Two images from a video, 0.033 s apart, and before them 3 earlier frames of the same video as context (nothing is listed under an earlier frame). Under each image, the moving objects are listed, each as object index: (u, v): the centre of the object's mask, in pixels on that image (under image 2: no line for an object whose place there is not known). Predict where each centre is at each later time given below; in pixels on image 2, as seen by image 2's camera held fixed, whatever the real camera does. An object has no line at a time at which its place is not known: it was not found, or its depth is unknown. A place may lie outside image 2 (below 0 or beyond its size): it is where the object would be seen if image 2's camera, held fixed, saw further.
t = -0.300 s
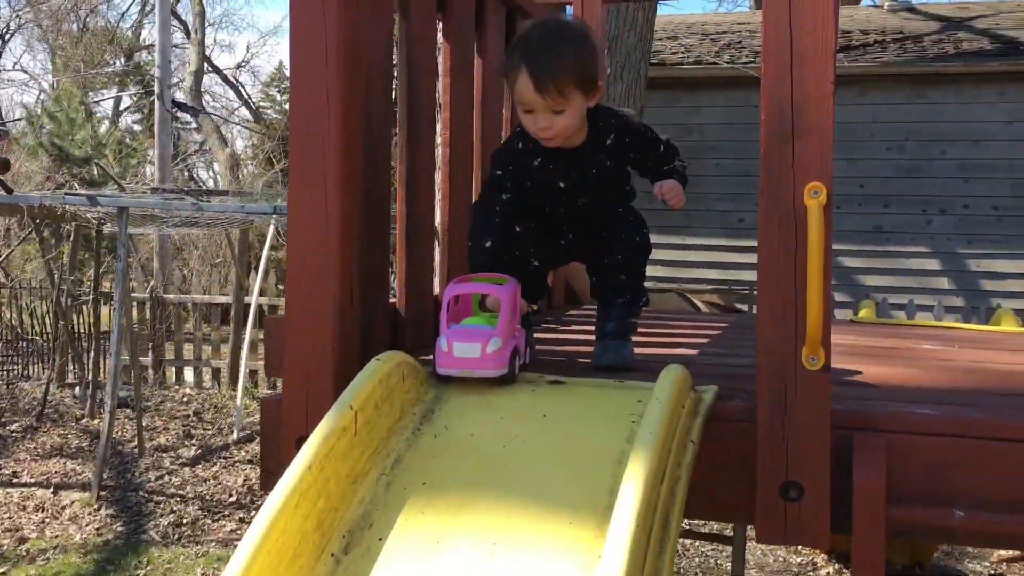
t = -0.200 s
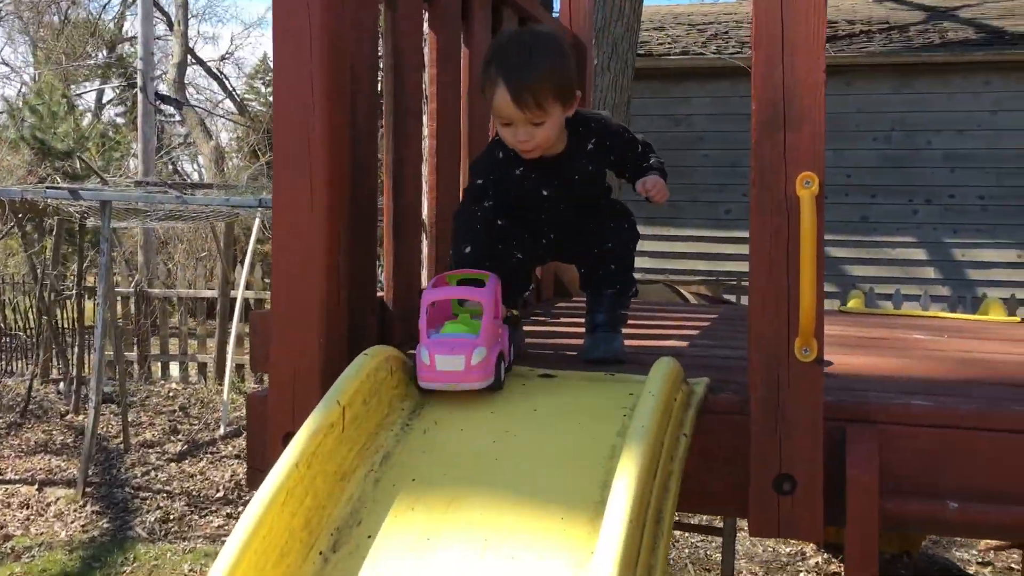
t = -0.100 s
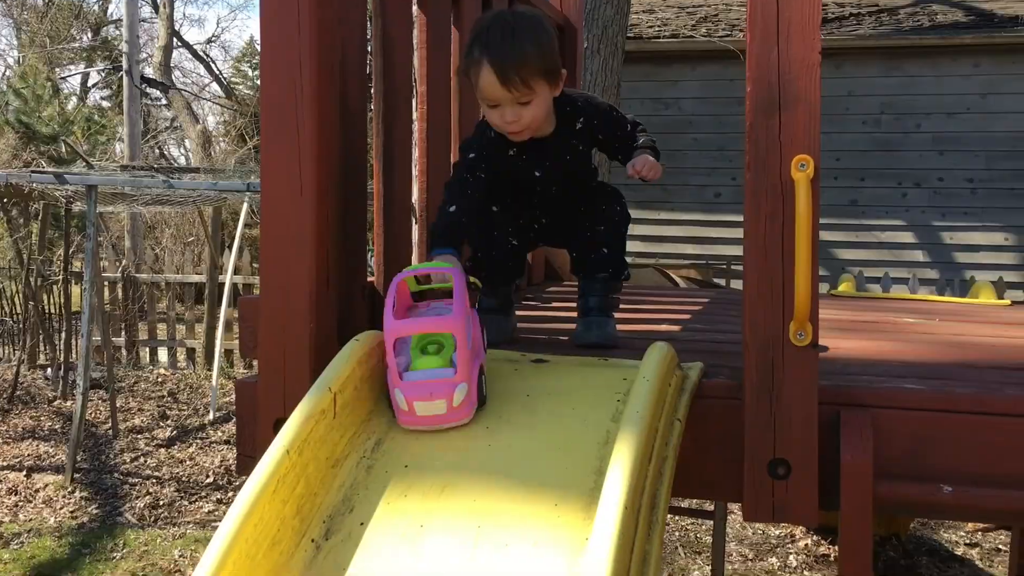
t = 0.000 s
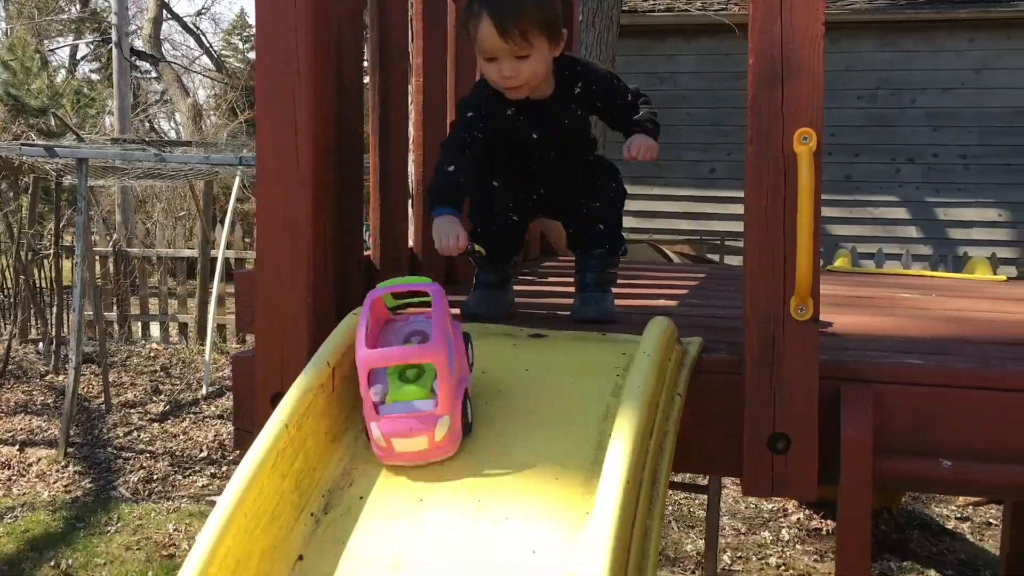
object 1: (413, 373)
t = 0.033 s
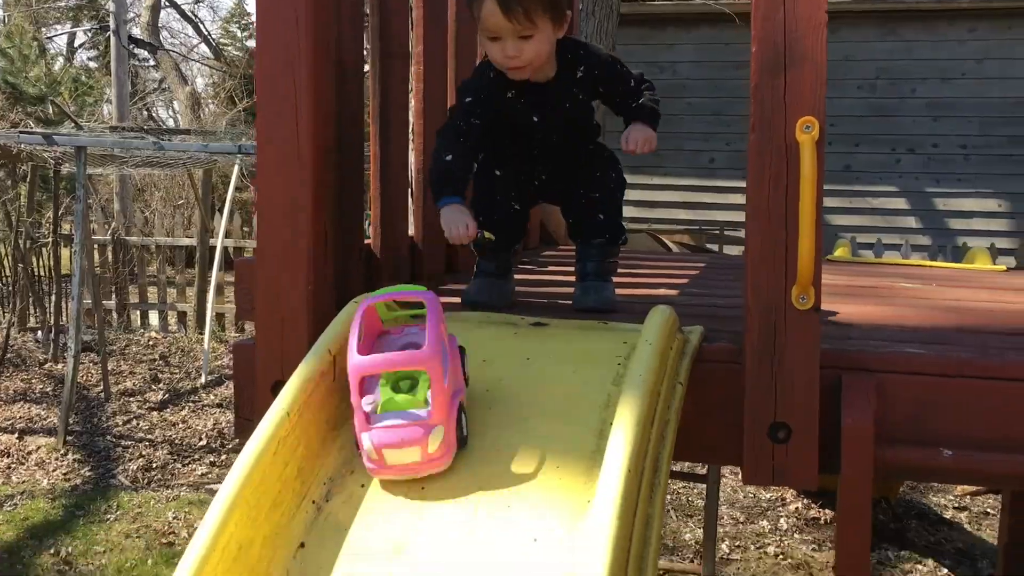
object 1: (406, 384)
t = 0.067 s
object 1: (397, 412)
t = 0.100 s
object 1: (387, 443)
